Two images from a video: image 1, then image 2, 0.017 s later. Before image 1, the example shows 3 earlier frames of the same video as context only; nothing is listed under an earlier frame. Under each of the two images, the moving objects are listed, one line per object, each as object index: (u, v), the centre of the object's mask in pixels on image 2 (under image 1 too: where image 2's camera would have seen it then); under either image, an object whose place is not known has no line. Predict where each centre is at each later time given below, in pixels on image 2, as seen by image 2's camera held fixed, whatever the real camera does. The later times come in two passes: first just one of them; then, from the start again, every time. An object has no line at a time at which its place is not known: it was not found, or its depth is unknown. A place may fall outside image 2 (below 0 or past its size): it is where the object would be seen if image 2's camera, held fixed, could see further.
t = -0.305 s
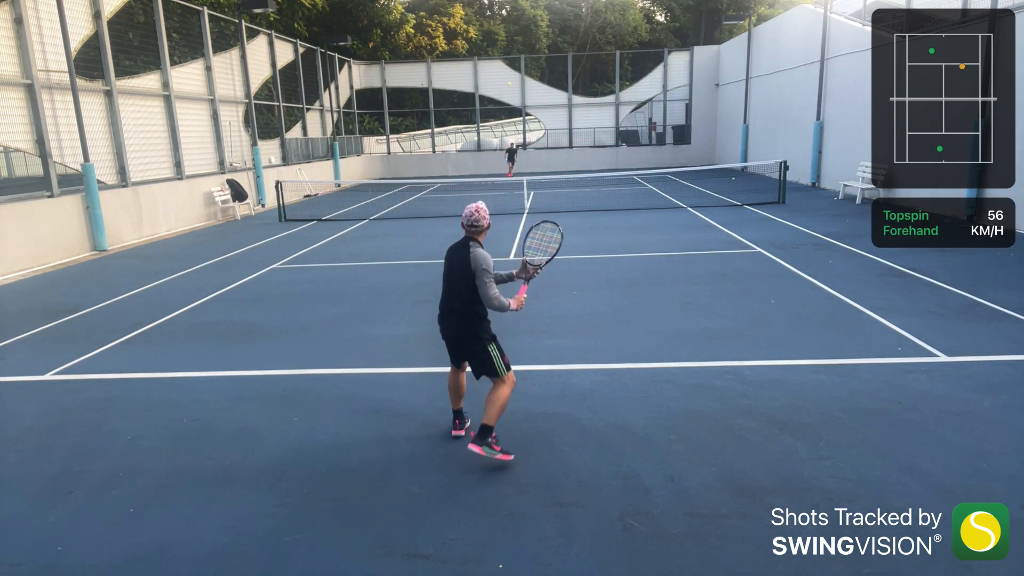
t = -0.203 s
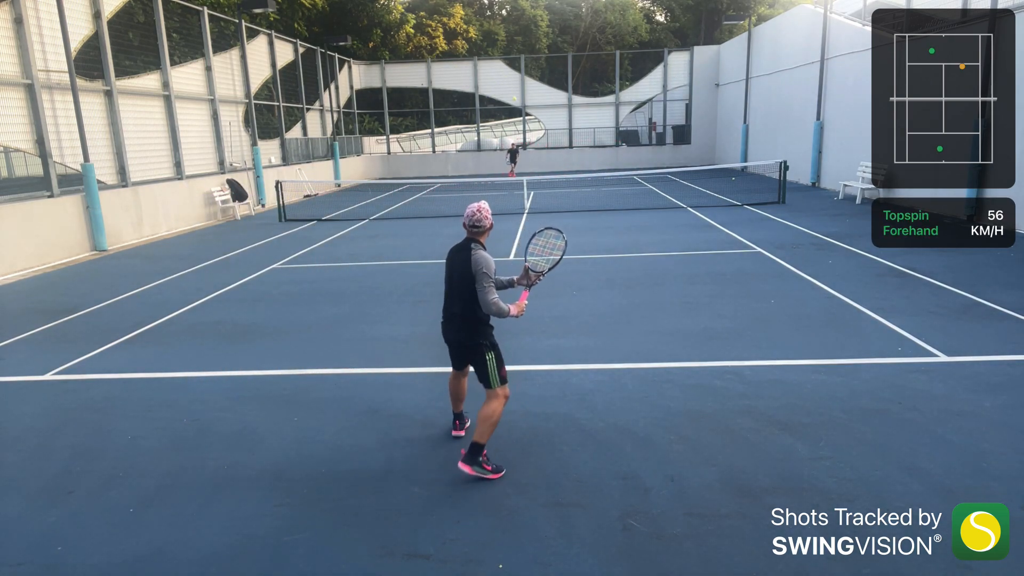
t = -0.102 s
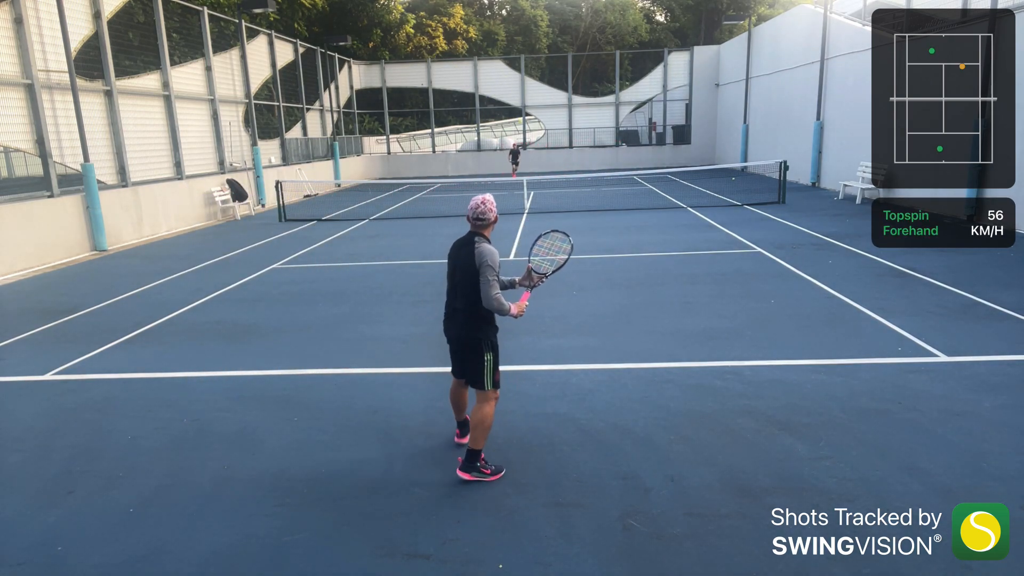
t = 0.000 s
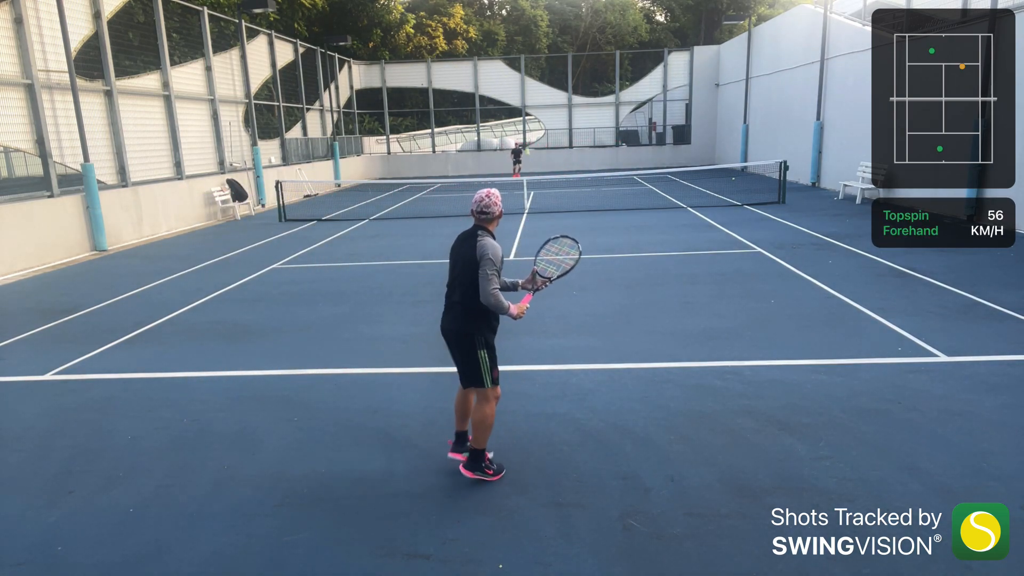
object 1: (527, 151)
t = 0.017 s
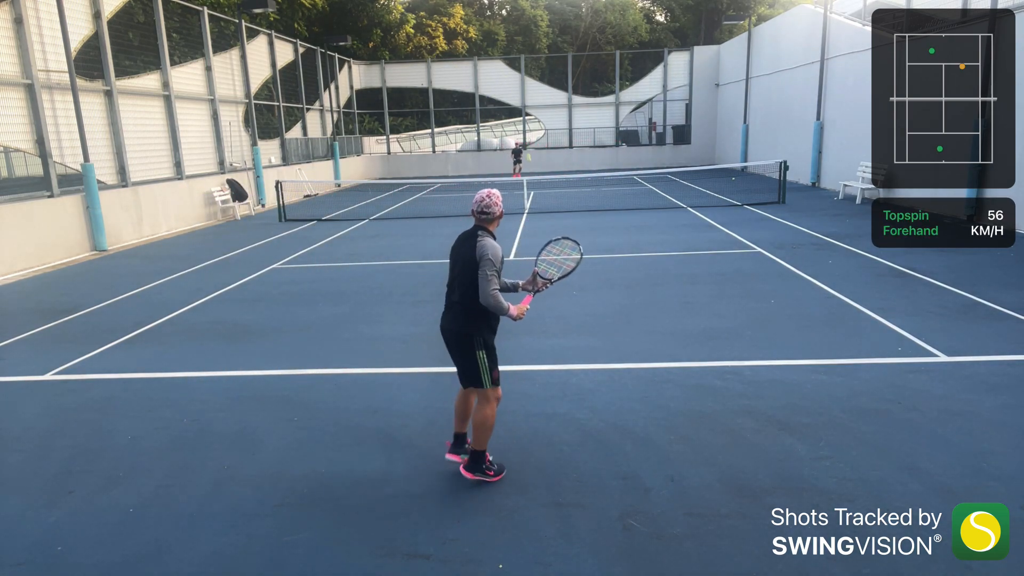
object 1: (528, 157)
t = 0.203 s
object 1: (544, 248)
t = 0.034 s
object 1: (530, 164)
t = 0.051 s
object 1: (531, 171)
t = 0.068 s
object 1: (532, 177)
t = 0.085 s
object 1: (533, 185)
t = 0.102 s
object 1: (535, 193)
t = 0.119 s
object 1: (536, 201)
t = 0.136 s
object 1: (538, 209)
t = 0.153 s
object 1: (539, 219)
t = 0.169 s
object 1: (541, 228)
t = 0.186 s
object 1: (543, 237)
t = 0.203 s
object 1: (544, 248)
